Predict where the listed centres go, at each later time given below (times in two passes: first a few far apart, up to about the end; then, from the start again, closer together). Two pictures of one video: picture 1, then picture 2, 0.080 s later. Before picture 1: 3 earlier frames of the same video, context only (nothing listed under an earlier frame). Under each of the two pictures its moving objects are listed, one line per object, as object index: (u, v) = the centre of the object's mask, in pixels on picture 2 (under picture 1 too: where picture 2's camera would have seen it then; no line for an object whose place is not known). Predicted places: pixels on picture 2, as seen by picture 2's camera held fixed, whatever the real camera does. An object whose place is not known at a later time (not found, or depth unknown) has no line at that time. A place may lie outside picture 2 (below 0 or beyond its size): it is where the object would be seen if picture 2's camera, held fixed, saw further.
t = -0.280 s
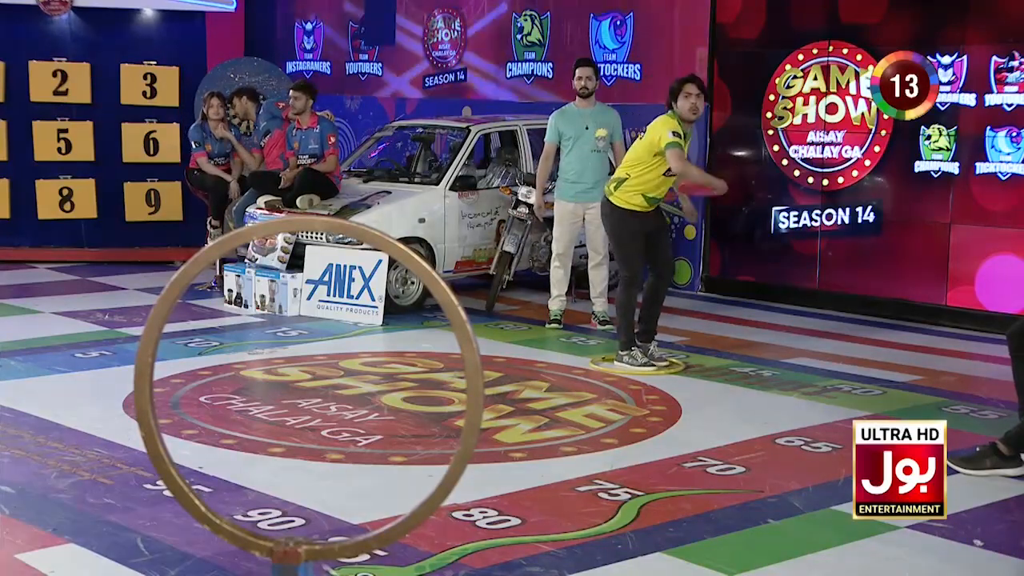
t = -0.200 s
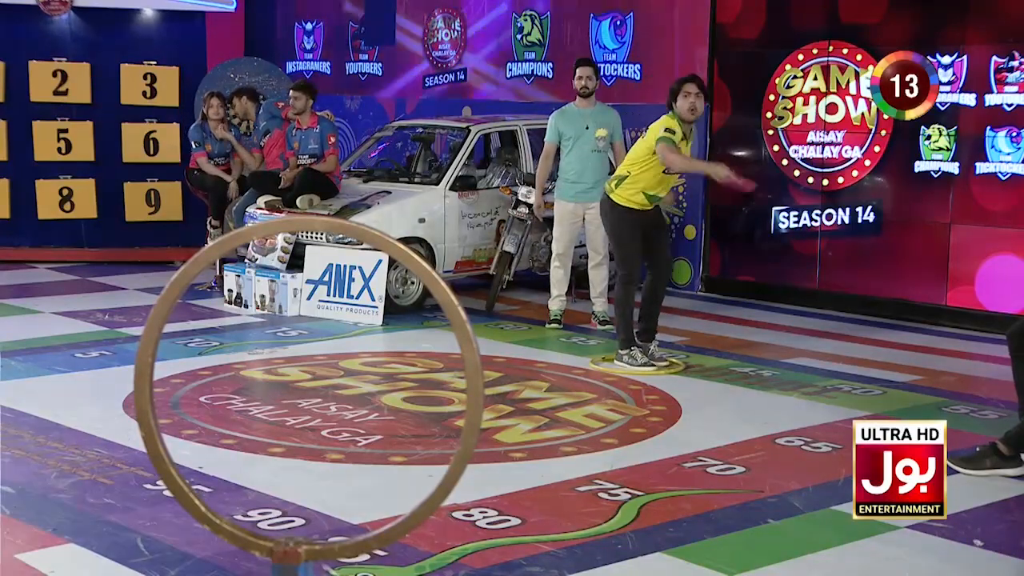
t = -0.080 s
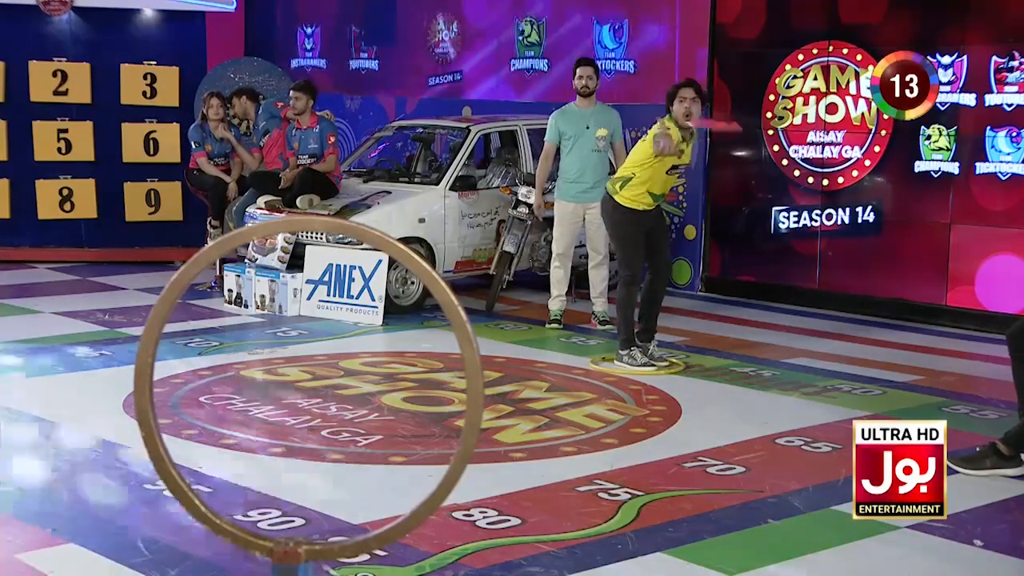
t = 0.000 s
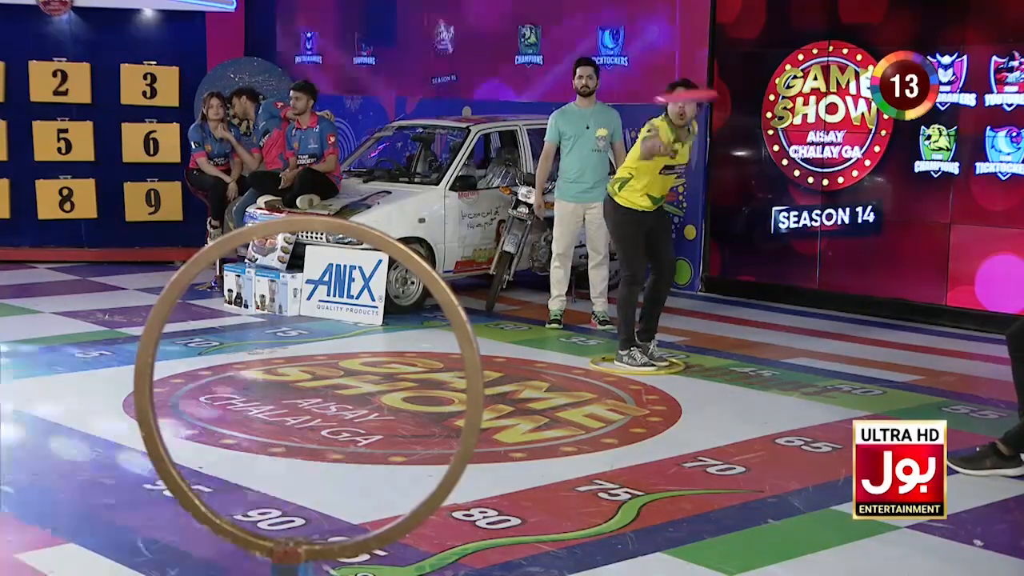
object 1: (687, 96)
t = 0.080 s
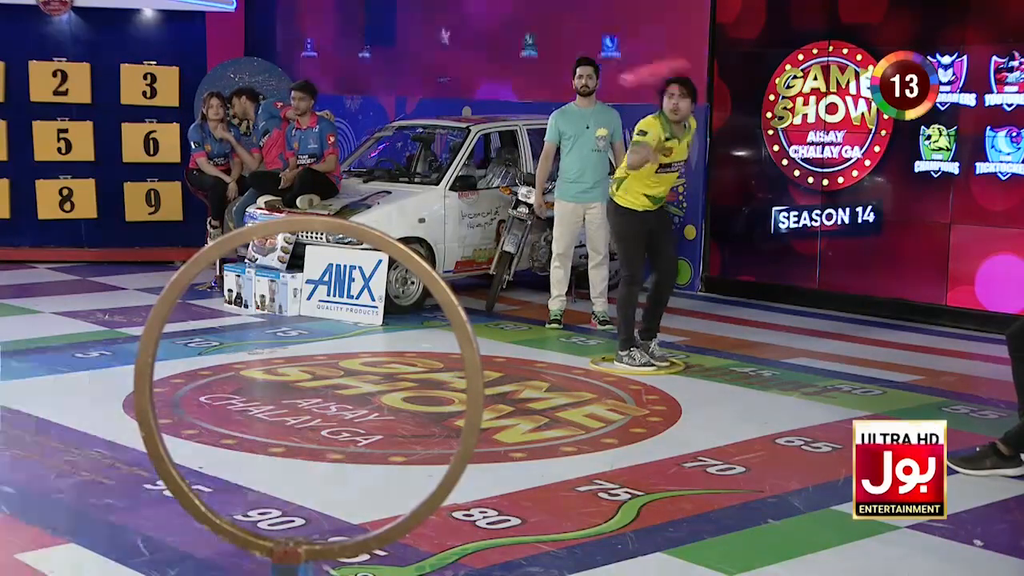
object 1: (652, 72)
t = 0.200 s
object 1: (574, 42)
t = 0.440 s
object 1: (137, 41)
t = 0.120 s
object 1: (631, 61)
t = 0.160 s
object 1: (603, 52)
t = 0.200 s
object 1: (574, 42)
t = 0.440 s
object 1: (137, 41)
